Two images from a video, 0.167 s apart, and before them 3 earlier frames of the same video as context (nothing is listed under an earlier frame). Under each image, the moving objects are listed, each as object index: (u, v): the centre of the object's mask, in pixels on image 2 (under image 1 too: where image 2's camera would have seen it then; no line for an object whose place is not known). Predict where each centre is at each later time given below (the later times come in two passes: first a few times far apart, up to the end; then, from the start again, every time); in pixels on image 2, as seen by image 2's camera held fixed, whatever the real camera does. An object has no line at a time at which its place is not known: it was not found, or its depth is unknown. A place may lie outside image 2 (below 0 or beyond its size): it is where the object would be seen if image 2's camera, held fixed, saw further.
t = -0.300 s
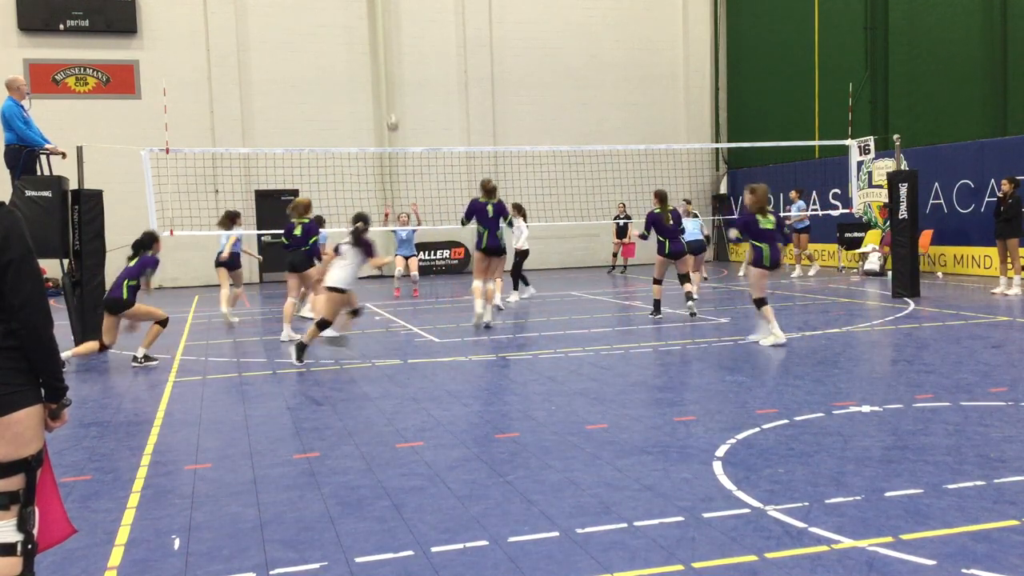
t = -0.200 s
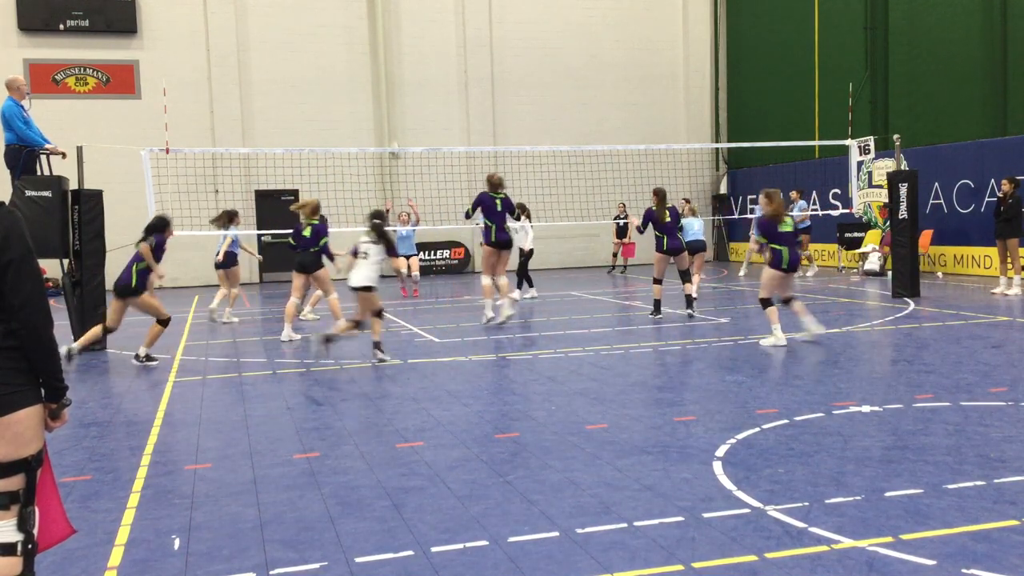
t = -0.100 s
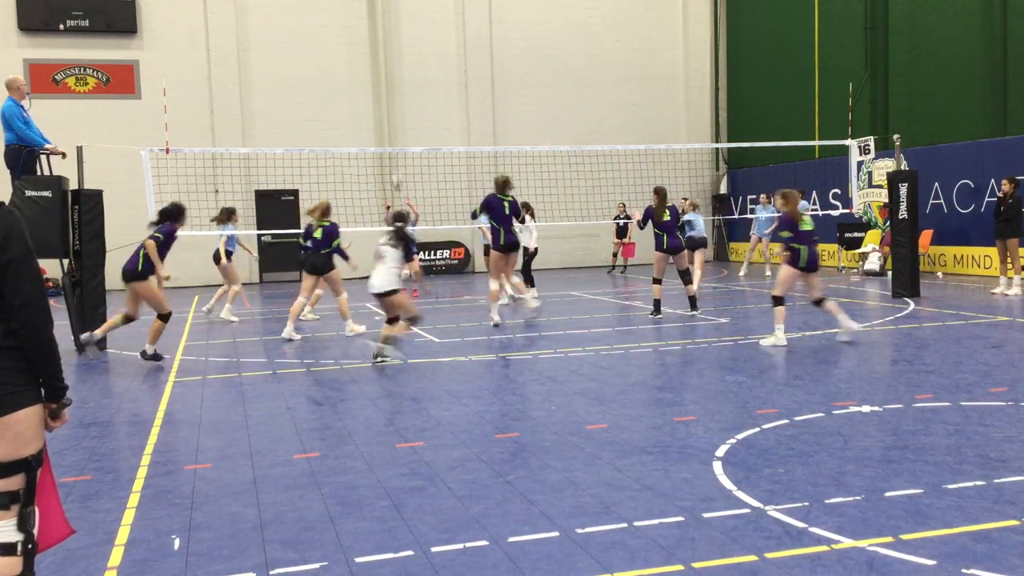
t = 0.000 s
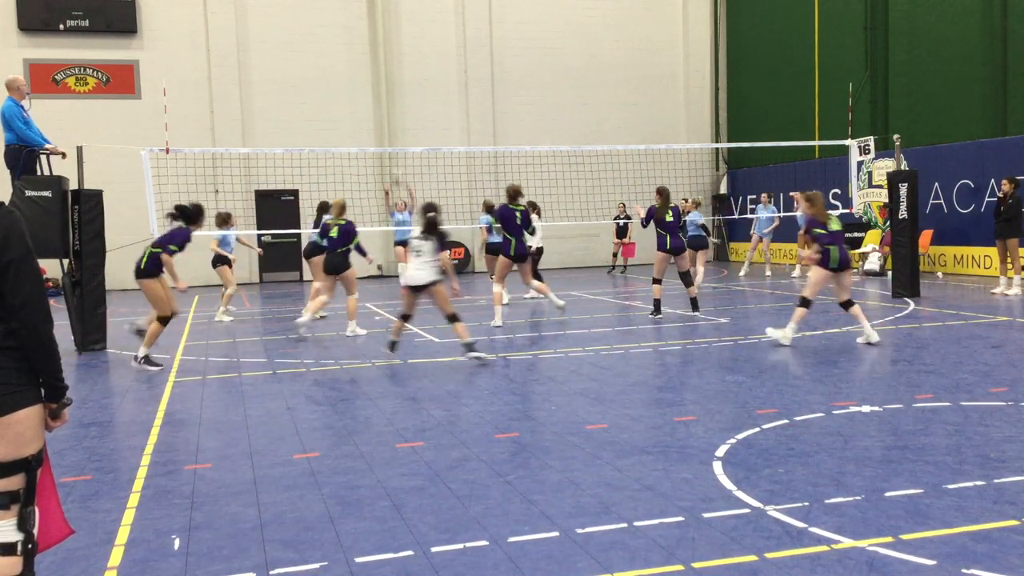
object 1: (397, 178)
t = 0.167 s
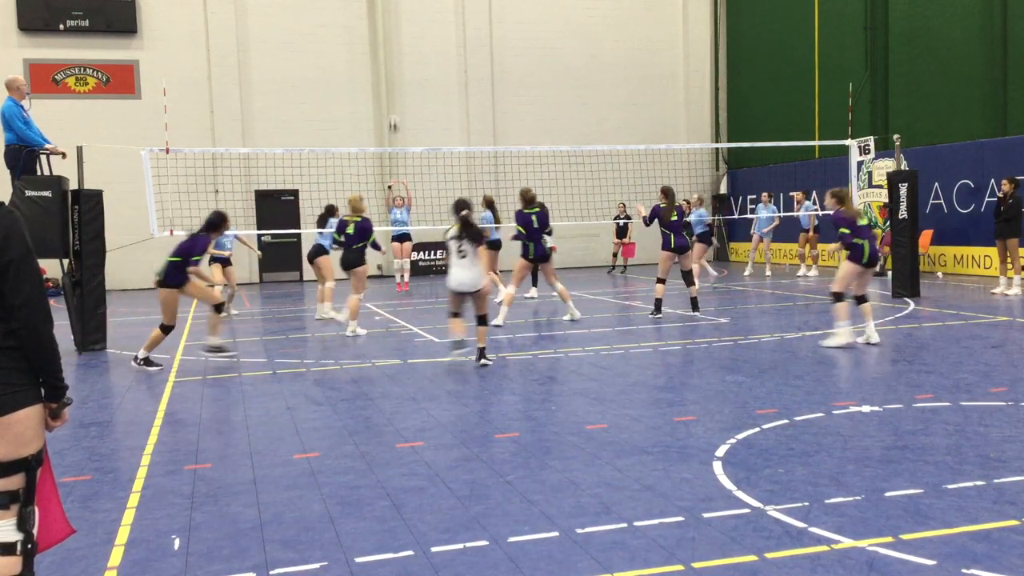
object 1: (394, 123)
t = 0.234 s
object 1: (392, 106)
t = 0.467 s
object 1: (391, 63)
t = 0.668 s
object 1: (389, 51)
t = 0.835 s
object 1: (389, 60)
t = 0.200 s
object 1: (393, 114)
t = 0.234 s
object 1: (392, 106)
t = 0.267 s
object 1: (392, 98)
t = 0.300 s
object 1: (391, 91)
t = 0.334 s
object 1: (391, 84)
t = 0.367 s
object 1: (391, 78)
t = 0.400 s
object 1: (391, 72)
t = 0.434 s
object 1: (391, 67)
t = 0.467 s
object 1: (391, 63)
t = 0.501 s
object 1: (390, 59)
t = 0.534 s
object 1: (390, 56)
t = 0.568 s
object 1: (390, 54)
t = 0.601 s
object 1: (390, 52)
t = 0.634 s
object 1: (390, 51)
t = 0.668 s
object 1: (389, 51)
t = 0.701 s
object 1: (389, 52)
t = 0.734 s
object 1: (389, 53)
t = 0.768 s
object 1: (389, 55)
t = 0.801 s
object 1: (389, 57)
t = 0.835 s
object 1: (389, 60)
